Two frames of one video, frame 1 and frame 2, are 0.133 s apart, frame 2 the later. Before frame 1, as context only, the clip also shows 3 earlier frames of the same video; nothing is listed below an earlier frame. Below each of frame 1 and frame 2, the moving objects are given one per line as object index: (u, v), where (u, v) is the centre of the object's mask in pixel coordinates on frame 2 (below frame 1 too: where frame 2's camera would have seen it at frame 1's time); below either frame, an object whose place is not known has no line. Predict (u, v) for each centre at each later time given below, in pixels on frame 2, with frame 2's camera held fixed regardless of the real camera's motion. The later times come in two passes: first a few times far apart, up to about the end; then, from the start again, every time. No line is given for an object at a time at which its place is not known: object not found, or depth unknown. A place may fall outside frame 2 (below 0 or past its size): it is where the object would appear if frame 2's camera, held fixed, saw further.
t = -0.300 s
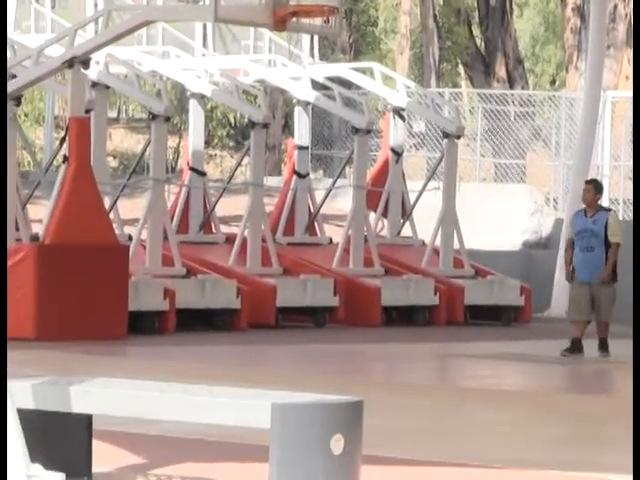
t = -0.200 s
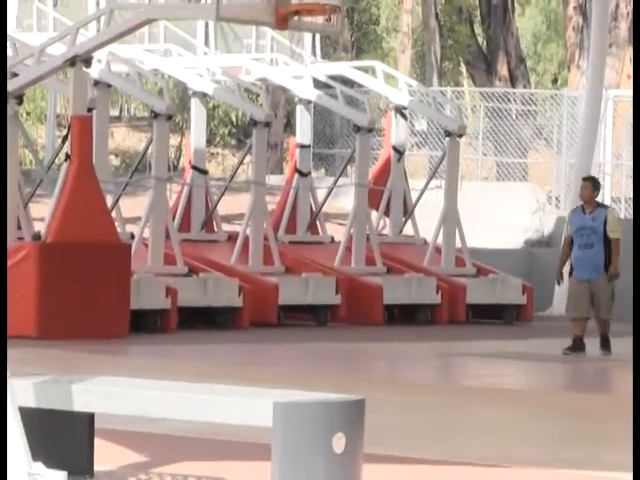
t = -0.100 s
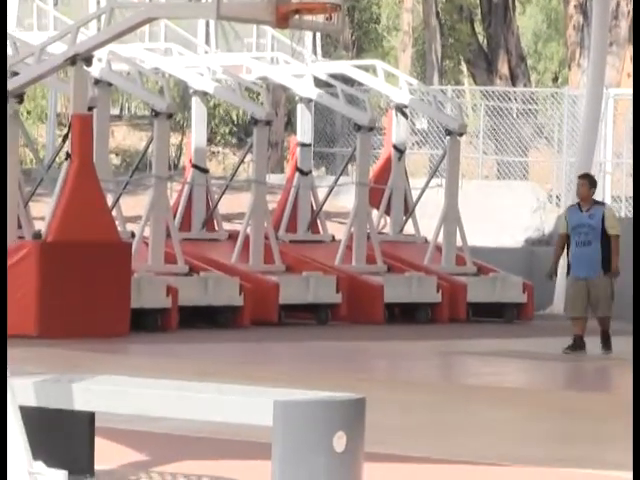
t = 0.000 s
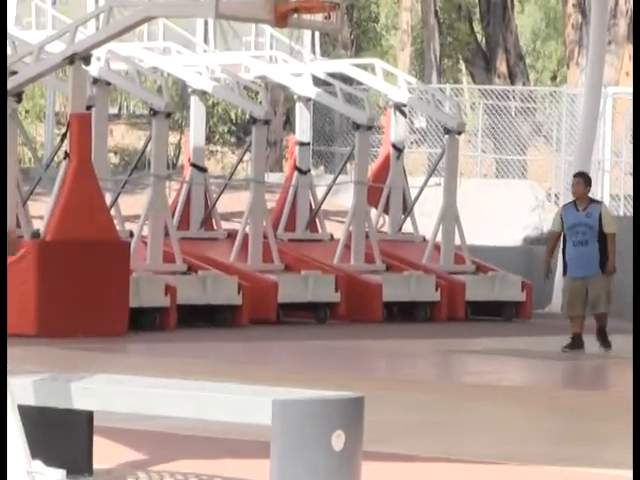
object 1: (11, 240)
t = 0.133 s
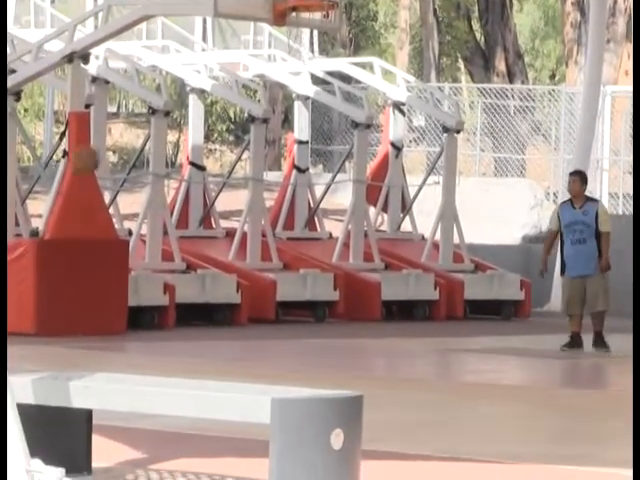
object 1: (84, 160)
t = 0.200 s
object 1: (123, 126)
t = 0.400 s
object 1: (231, 60)
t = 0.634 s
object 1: (348, 48)
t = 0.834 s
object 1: (438, 88)
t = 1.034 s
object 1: (522, 168)
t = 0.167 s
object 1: (104, 142)
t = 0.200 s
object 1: (123, 126)
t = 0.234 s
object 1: (141, 112)
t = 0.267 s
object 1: (160, 99)
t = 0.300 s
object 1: (177, 86)
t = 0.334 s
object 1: (196, 76)
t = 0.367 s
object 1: (214, 68)
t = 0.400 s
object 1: (231, 60)
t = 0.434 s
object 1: (249, 54)
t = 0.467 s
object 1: (266, 50)
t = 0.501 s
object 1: (283, 47)
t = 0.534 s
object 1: (299, 45)
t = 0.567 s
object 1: (317, 45)
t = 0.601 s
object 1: (332, 45)
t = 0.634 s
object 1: (348, 48)
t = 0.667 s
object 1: (363, 52)
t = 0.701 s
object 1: (379, 58)
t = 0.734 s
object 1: (394, 63)
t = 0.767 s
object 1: (409, 70)
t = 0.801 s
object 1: (424, 78)
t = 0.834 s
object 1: (438, 88)
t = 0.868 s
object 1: (453, 98)
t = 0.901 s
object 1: (467, 110)
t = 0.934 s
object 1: (481, 123)
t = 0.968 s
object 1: (495, 137)
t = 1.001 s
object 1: (509, 152)
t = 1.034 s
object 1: (522, 168)
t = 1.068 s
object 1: (535, 185)
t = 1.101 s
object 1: (548, 203)
